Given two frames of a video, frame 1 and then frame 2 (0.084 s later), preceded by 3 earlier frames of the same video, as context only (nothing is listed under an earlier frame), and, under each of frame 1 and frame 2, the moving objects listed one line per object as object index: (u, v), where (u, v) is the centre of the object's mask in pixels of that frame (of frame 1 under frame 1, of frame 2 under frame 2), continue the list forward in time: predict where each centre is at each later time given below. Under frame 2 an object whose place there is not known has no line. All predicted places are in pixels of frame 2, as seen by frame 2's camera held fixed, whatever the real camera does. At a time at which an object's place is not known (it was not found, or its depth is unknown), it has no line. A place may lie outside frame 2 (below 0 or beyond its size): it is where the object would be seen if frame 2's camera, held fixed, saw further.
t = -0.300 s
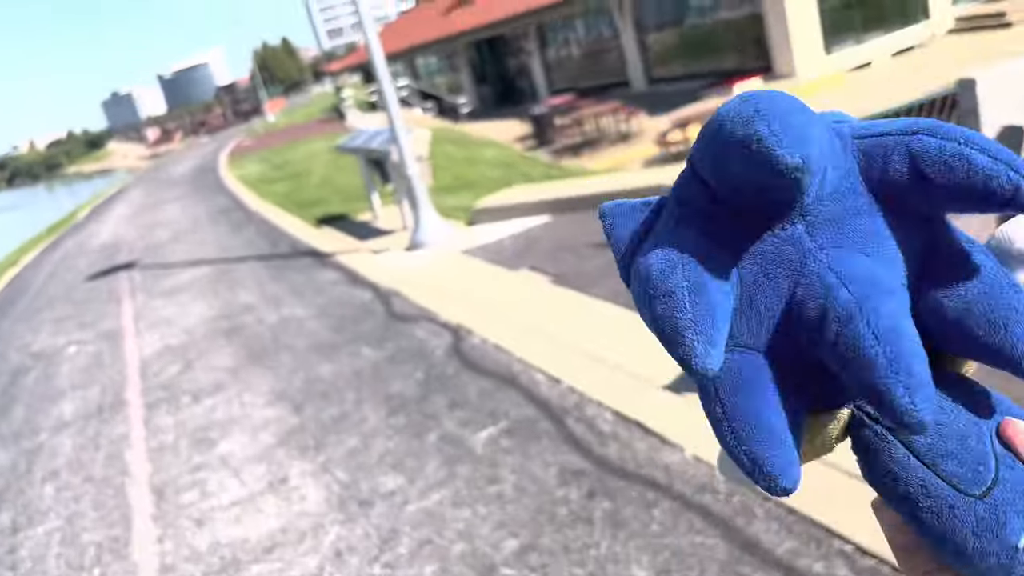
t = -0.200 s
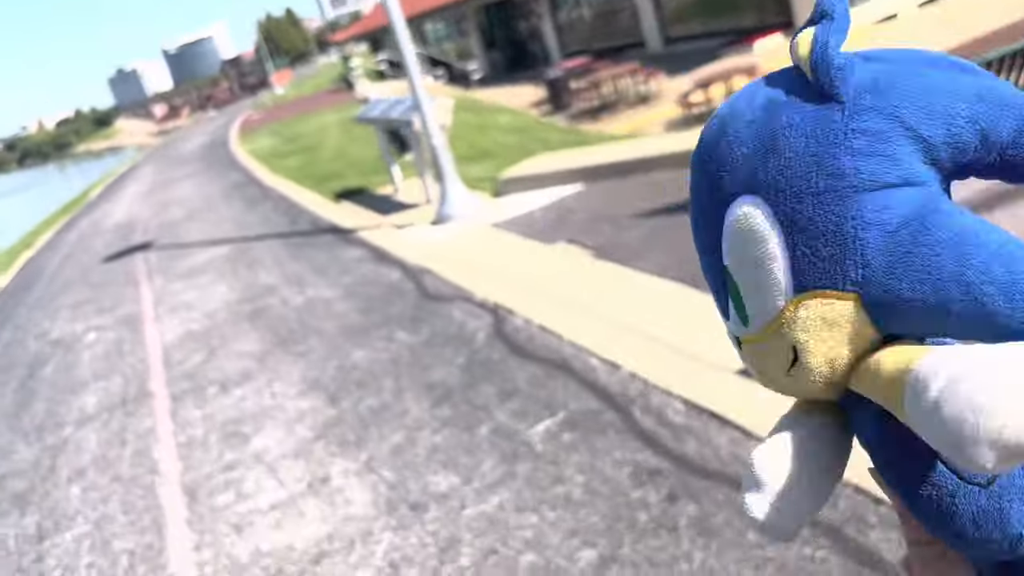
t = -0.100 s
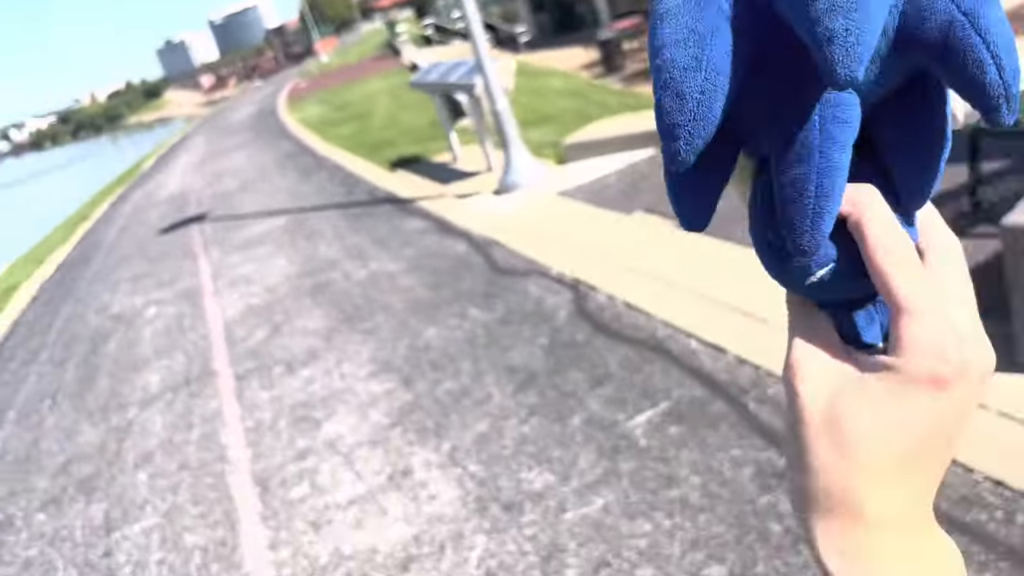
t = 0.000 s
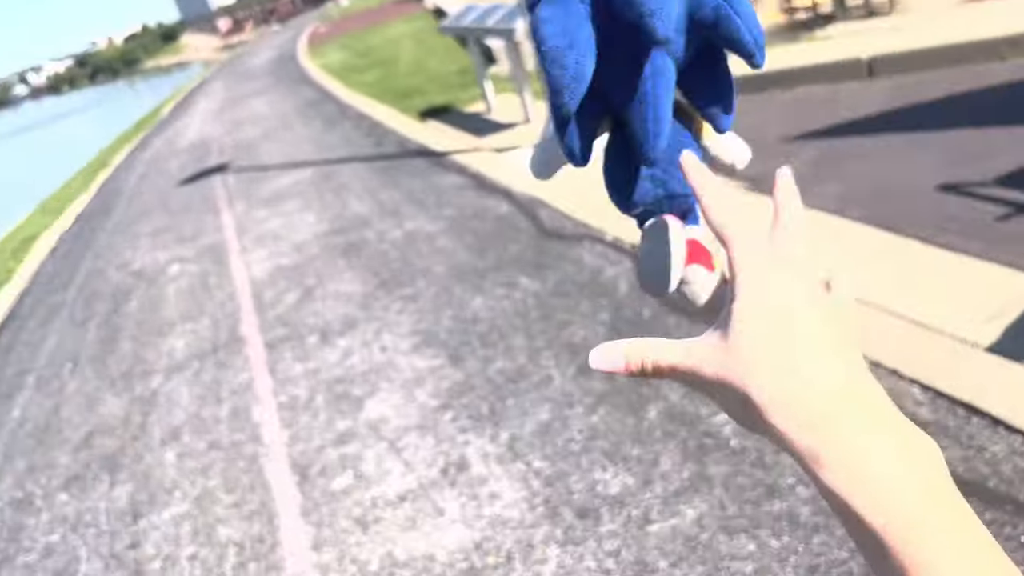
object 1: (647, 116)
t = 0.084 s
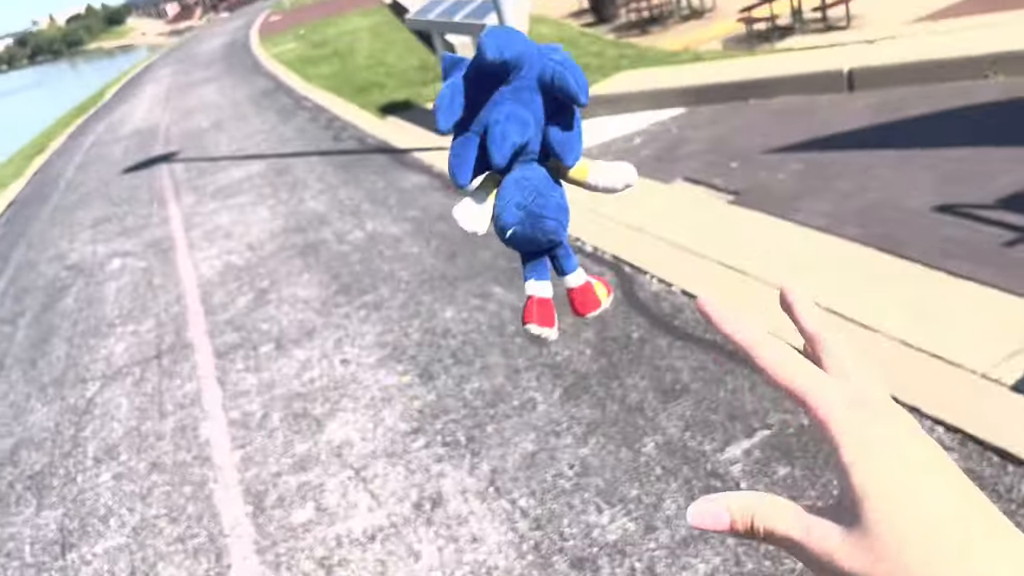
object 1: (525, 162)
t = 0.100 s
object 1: (506, 179)
